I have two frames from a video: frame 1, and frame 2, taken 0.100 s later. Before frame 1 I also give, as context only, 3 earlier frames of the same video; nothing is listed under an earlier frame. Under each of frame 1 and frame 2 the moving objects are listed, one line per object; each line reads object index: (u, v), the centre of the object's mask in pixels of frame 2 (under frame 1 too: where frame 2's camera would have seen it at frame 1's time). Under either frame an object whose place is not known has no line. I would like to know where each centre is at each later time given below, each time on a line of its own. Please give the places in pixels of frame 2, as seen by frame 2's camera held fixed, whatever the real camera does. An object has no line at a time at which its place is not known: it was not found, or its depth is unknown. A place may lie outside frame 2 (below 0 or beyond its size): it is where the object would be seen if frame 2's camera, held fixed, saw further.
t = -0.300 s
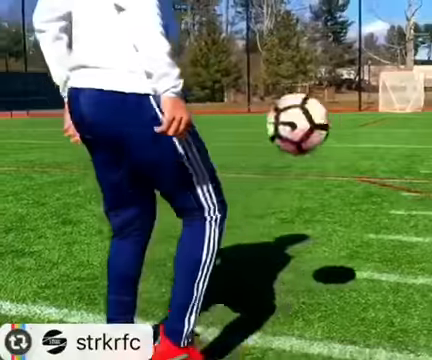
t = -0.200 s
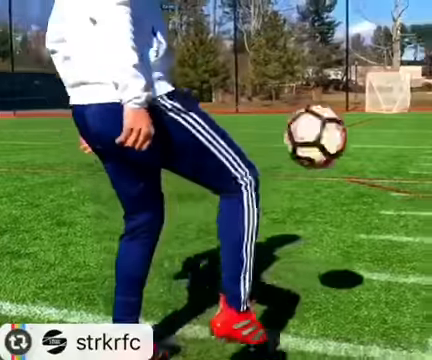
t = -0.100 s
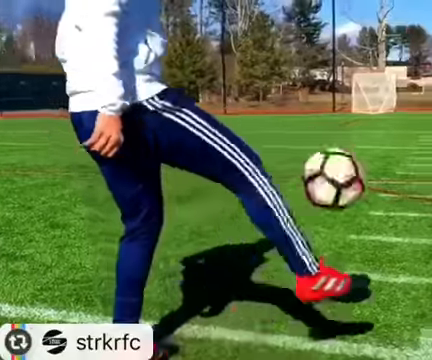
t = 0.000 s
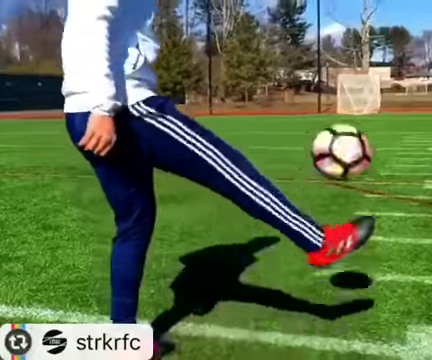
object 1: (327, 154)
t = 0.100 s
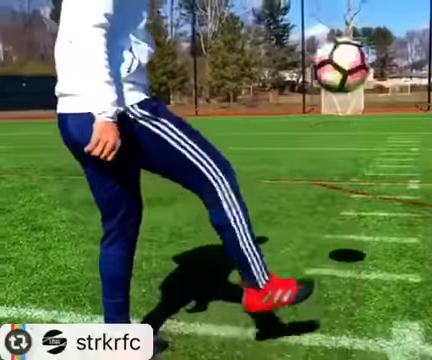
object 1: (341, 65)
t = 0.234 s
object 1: (357, 2)
